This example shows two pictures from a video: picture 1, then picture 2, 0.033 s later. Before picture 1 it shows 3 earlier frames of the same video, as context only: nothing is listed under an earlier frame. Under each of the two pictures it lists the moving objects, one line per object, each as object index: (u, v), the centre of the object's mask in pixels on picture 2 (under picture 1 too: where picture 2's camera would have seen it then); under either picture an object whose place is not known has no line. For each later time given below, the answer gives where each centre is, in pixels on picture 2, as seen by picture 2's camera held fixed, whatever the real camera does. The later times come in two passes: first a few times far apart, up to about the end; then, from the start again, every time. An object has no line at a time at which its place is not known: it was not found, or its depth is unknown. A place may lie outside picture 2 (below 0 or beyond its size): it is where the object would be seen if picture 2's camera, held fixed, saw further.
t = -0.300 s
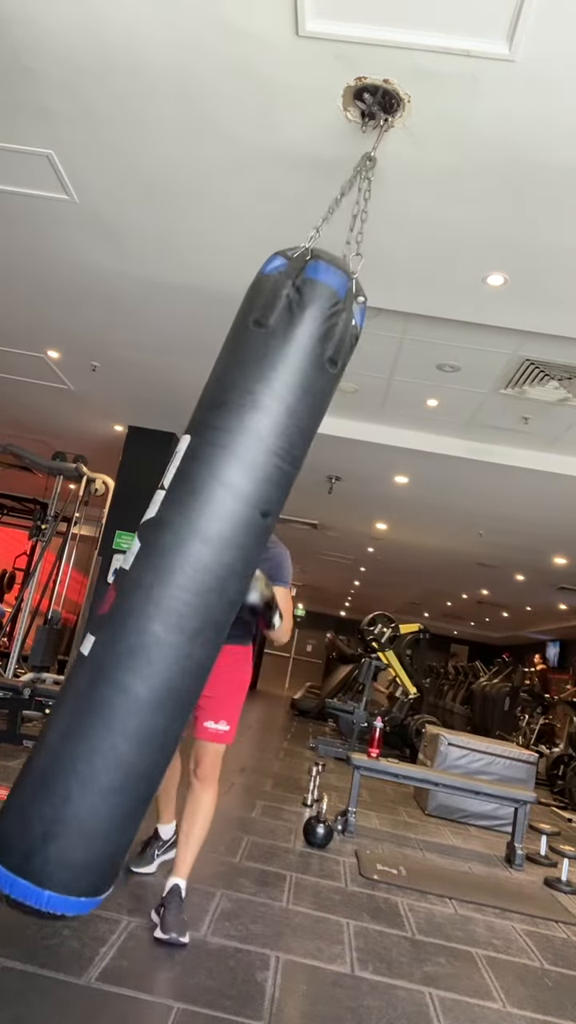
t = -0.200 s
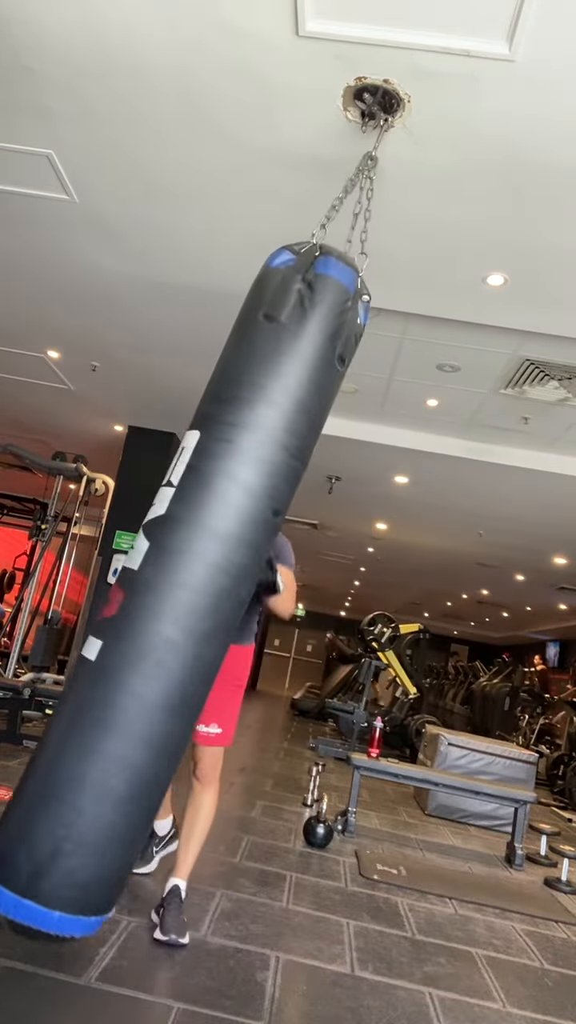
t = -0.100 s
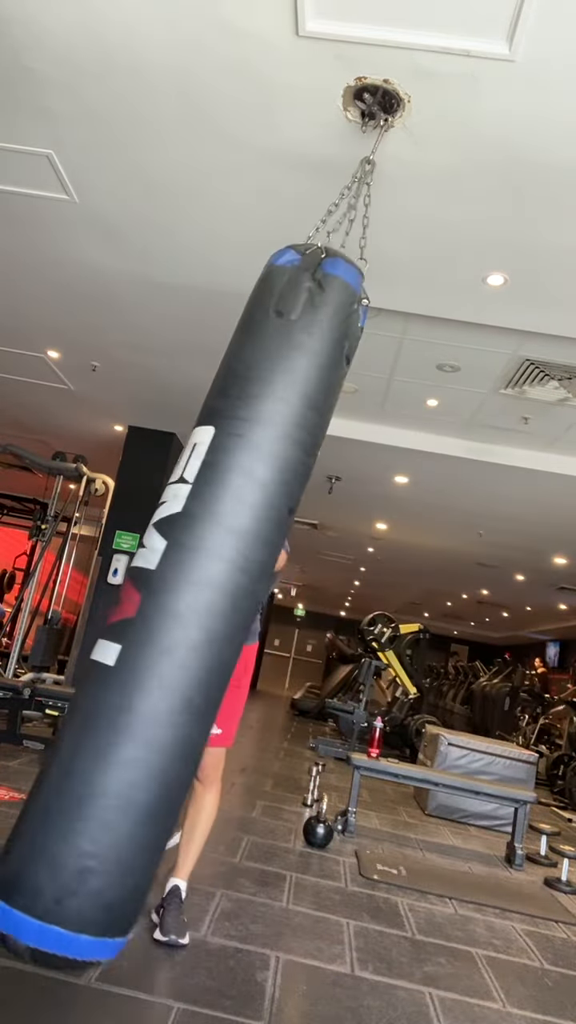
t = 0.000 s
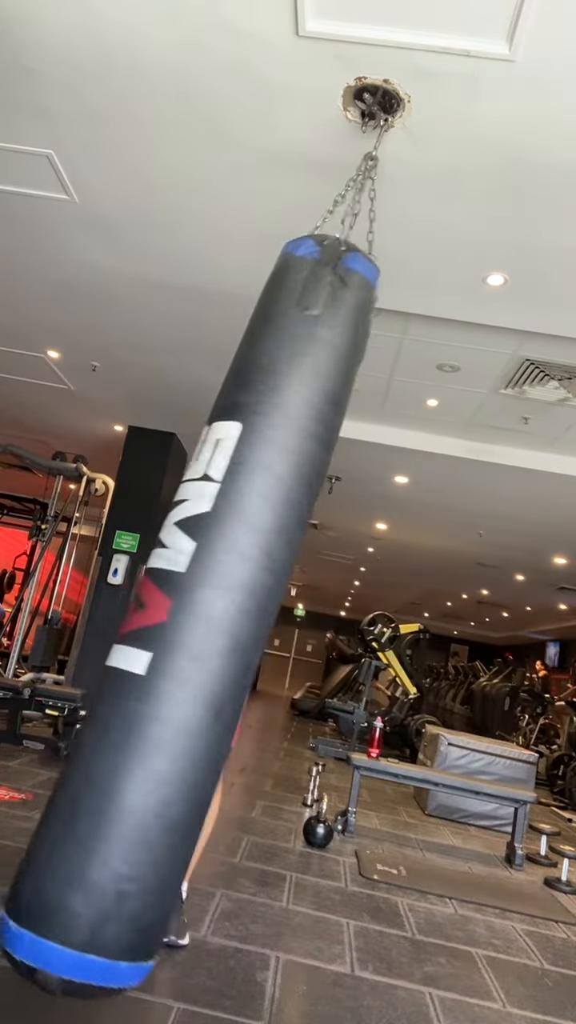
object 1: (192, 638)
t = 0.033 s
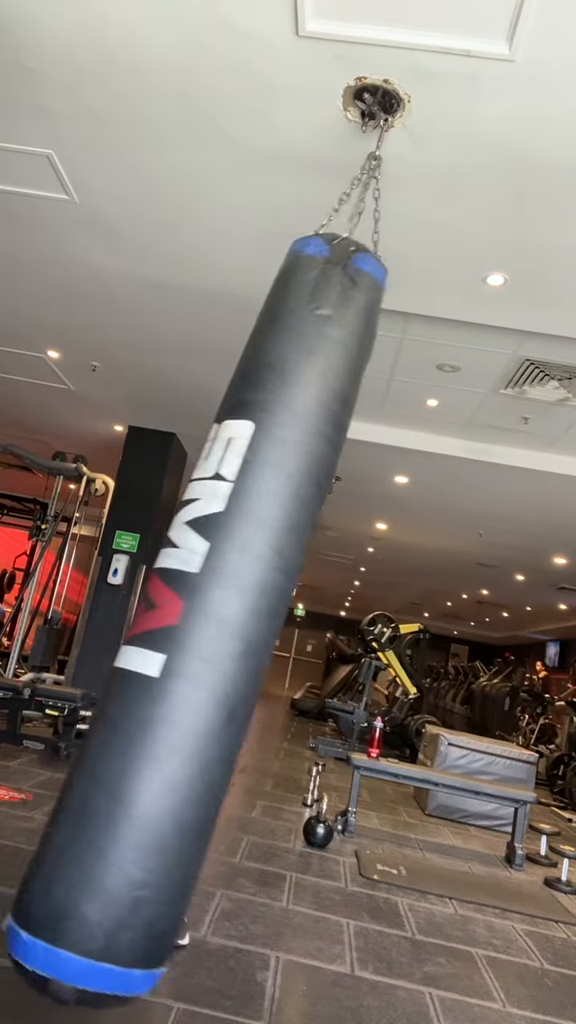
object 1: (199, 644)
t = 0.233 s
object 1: (259, 660)
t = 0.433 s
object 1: (334, 662)
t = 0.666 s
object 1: (400, 667)
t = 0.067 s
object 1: (207, 649)
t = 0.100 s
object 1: (215, 655)
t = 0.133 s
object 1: (224, 659)
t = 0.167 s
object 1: (235, 659)
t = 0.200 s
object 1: (247, 660)
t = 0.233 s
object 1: (259, 660)
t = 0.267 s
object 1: (272, 661)
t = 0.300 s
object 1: (285, 661)
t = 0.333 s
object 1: (298, 661)
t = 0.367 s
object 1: (311, 660)
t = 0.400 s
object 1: (322, 660)
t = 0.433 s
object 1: (334, 662)
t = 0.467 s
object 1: (346, 663)
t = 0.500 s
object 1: (356, 664)
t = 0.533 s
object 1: (367, 665)
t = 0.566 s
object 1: (377, 666)
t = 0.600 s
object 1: (386, 666)
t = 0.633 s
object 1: (394, 666)
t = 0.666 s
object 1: (400, 667)
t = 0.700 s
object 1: (406, 666)
